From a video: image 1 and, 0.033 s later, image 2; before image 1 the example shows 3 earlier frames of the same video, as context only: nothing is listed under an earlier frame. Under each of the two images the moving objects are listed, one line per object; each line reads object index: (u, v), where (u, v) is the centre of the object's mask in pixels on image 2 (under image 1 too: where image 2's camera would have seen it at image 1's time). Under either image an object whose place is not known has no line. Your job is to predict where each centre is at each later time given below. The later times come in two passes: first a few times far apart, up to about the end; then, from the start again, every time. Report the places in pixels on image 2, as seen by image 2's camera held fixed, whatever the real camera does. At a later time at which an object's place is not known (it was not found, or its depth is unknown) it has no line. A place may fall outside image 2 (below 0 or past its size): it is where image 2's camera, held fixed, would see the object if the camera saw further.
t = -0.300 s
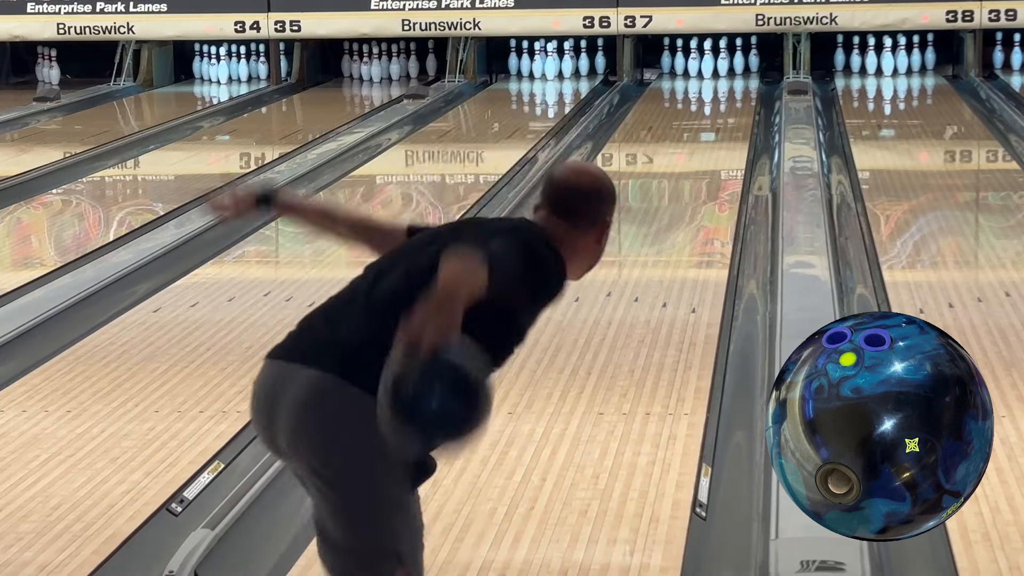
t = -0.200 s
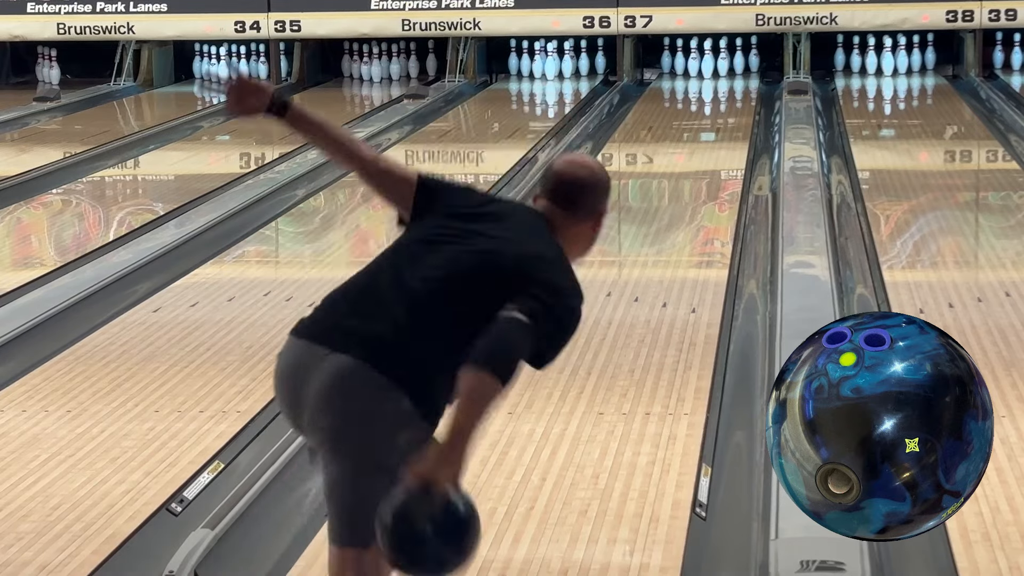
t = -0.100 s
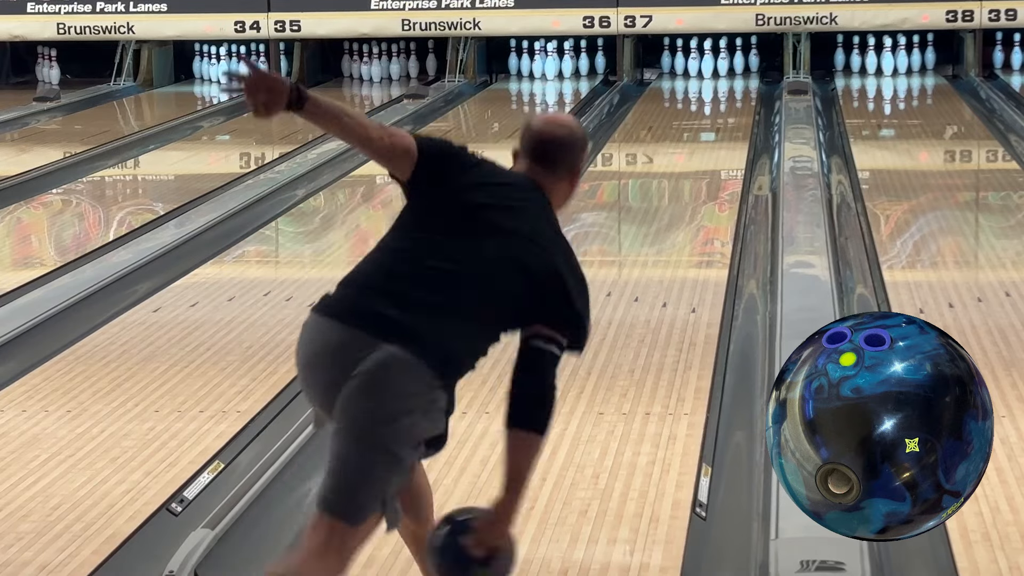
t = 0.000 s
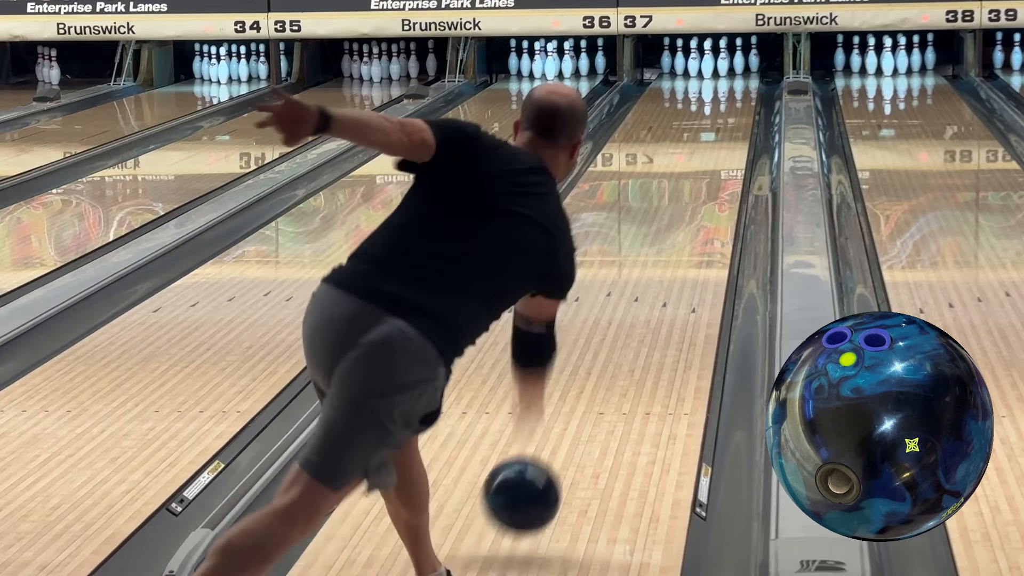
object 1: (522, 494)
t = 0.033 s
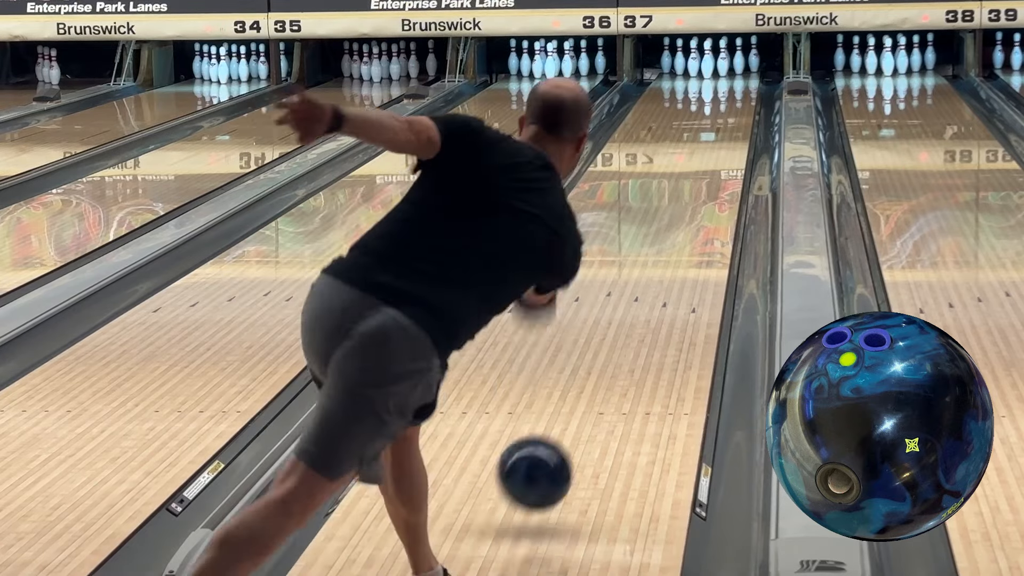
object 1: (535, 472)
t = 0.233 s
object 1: (597, 378)
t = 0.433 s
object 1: (637, 299)
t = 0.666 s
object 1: (668, 235)
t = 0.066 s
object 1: (548, 456)
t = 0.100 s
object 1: (559, 444)
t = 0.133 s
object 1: (570, 431)
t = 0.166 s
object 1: (580, 412)
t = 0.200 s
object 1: (588, 394)
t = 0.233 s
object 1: (597, 378)
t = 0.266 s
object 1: (605, 363)
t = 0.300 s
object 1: (612, 349)
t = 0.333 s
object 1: (619, 335)
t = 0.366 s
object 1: (625, 323)
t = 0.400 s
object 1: (631, 310)
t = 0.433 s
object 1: (637, 299)
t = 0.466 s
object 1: (642, 288)
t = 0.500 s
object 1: (647, 278)
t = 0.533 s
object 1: (652, 269)
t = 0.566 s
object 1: (656, 260)
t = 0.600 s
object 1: (660, 251)
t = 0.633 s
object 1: (664, 243)
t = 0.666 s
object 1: (668, 235)
